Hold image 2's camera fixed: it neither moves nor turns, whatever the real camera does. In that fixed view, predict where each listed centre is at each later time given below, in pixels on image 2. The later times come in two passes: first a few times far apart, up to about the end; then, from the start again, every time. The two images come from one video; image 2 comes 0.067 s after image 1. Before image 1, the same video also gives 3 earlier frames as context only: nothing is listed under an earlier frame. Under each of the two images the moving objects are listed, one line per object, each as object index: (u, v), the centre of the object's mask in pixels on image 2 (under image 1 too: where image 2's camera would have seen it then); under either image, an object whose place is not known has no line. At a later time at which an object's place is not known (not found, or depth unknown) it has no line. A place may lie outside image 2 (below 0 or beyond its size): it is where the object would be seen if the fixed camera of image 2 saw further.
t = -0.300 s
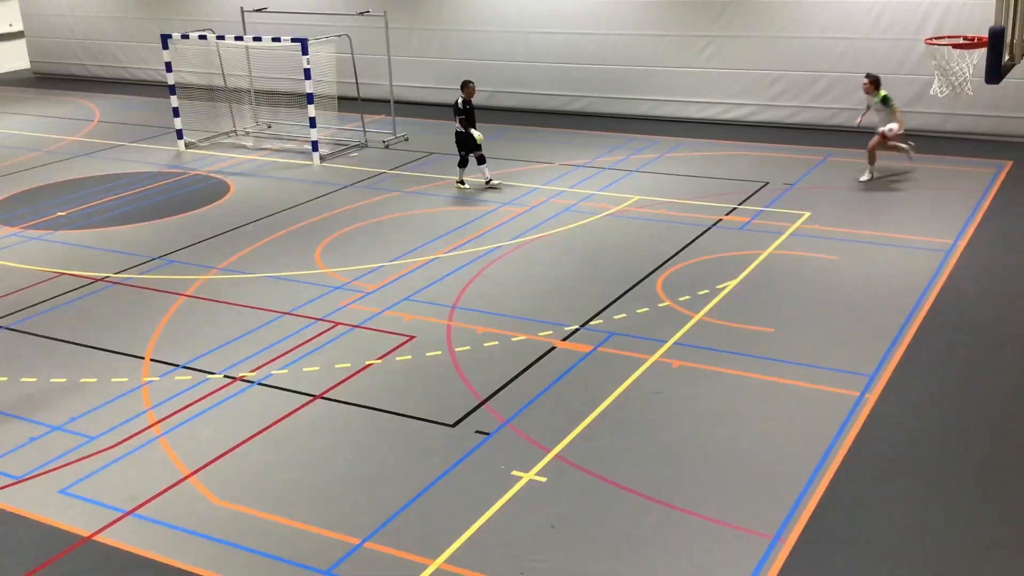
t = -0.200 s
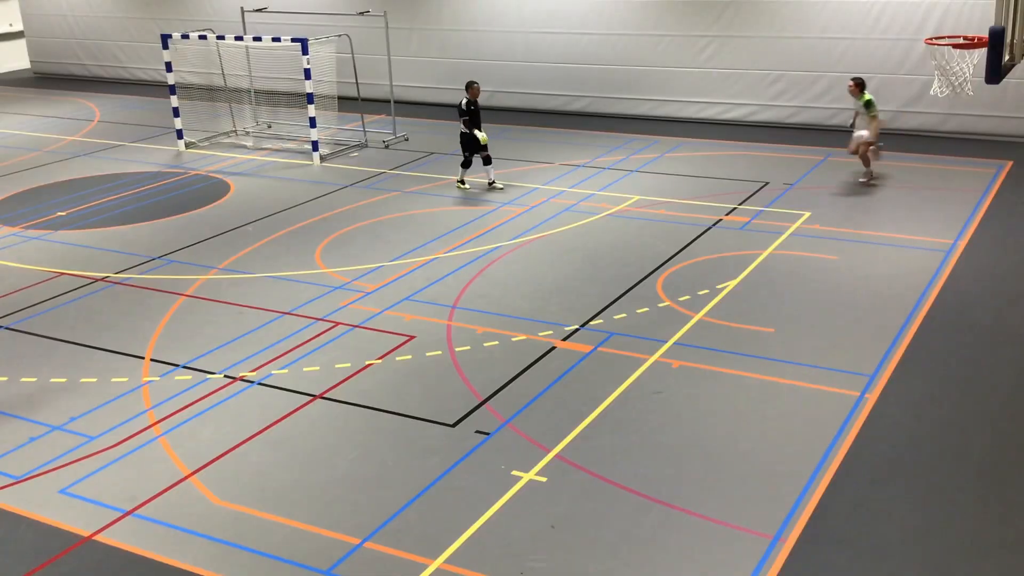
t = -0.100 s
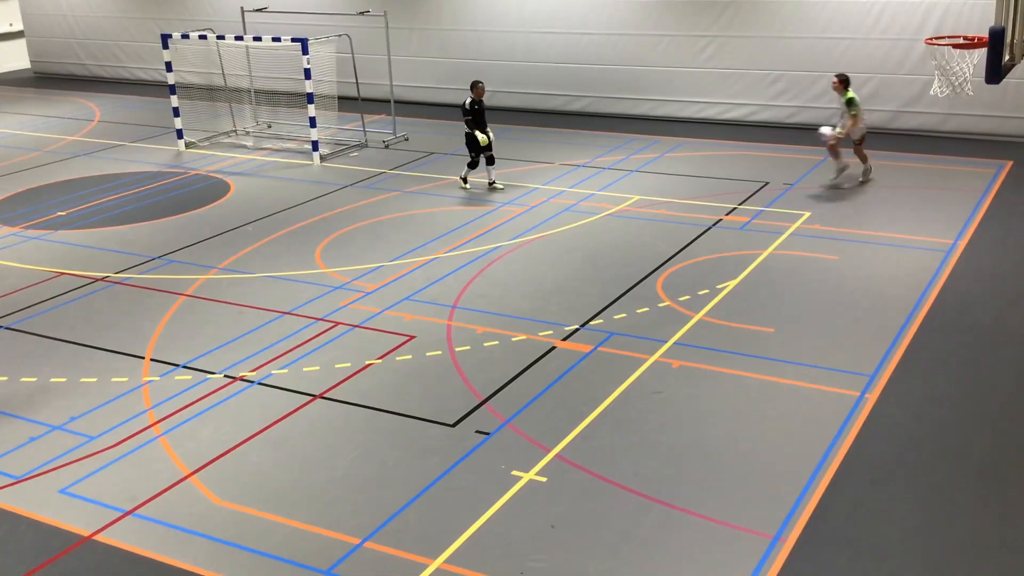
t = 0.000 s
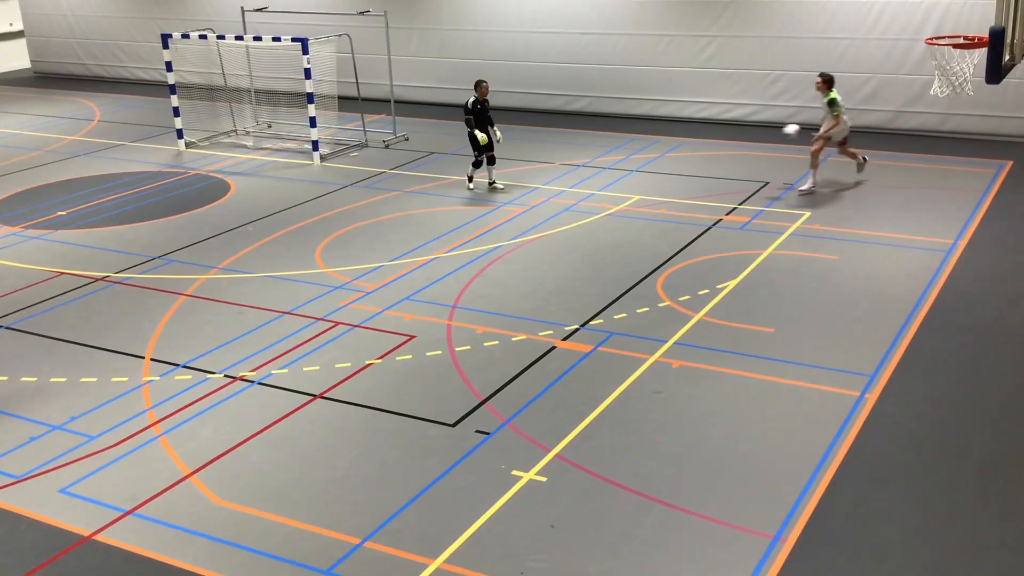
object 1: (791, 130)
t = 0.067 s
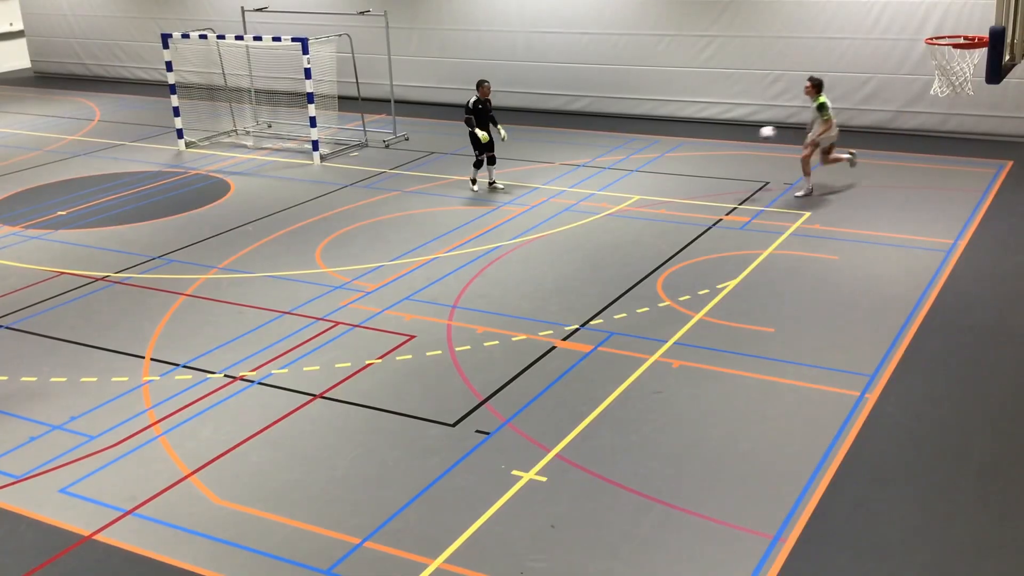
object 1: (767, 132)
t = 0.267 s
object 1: (698, 158)
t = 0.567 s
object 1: (609, 182)
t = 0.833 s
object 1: (547, 188)
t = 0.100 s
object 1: (755, 134)
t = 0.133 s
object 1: (744, 138)
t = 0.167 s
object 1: (732, 142)
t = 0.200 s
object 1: (721, 146)
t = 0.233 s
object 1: (709, 152)
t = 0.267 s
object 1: (698, 158)
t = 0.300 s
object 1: (686, 164)
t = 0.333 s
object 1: (675, 172)
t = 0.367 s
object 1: (663, 180)
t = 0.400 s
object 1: (652, 188)
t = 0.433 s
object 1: (641, 197)
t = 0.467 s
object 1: (632, 191)
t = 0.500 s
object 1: (624, 188)
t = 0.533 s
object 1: (617, 185)
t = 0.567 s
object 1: (609, 182)
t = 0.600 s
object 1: (602, 180)
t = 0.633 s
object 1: (593, 179)
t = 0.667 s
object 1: (586, 178)
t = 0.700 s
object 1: (578, 179)
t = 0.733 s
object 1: (571, 181)
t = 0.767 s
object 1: (563, 182)
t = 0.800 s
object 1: (555, 184)
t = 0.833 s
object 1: (547, 188)
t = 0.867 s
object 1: (539, 192)
